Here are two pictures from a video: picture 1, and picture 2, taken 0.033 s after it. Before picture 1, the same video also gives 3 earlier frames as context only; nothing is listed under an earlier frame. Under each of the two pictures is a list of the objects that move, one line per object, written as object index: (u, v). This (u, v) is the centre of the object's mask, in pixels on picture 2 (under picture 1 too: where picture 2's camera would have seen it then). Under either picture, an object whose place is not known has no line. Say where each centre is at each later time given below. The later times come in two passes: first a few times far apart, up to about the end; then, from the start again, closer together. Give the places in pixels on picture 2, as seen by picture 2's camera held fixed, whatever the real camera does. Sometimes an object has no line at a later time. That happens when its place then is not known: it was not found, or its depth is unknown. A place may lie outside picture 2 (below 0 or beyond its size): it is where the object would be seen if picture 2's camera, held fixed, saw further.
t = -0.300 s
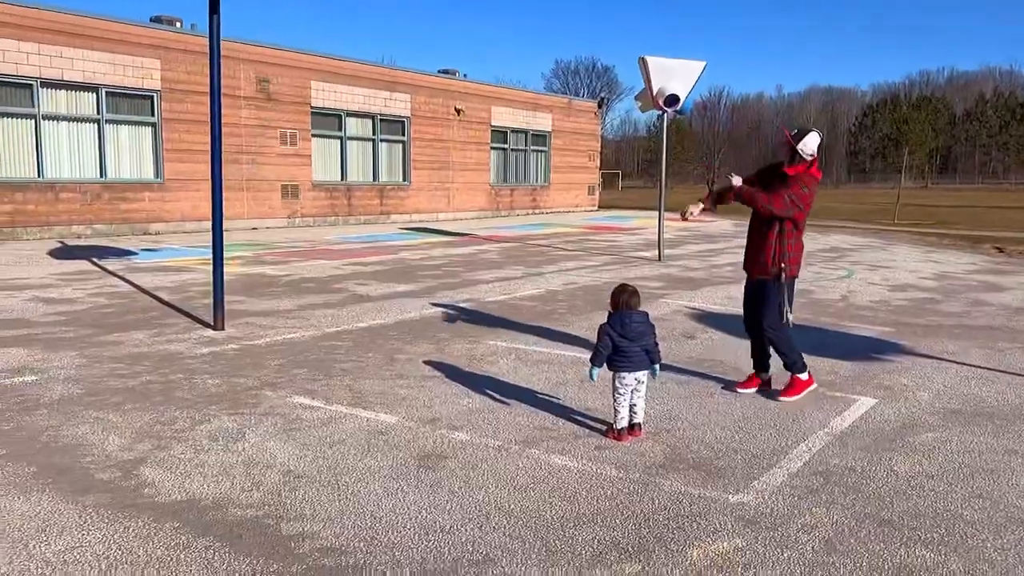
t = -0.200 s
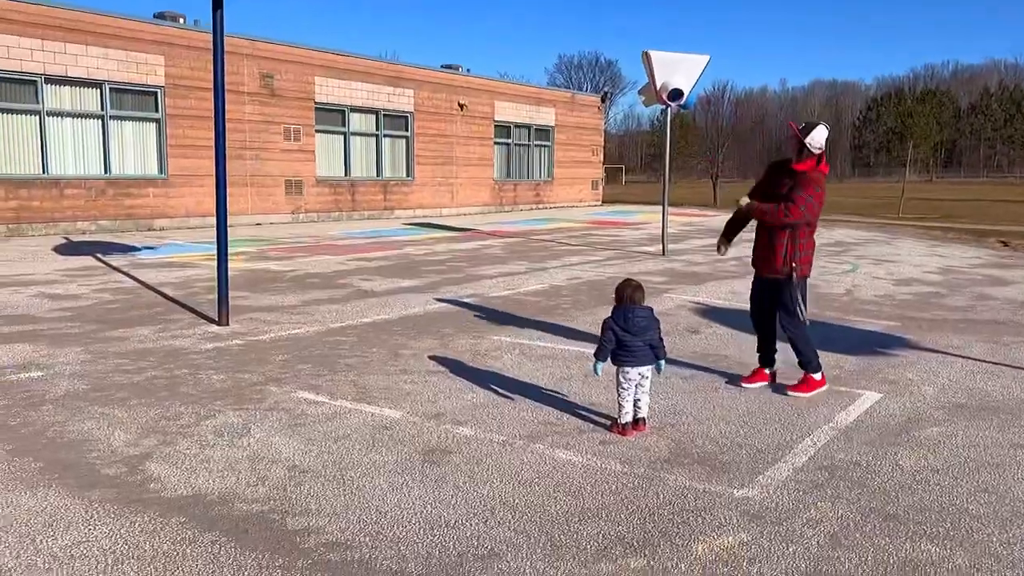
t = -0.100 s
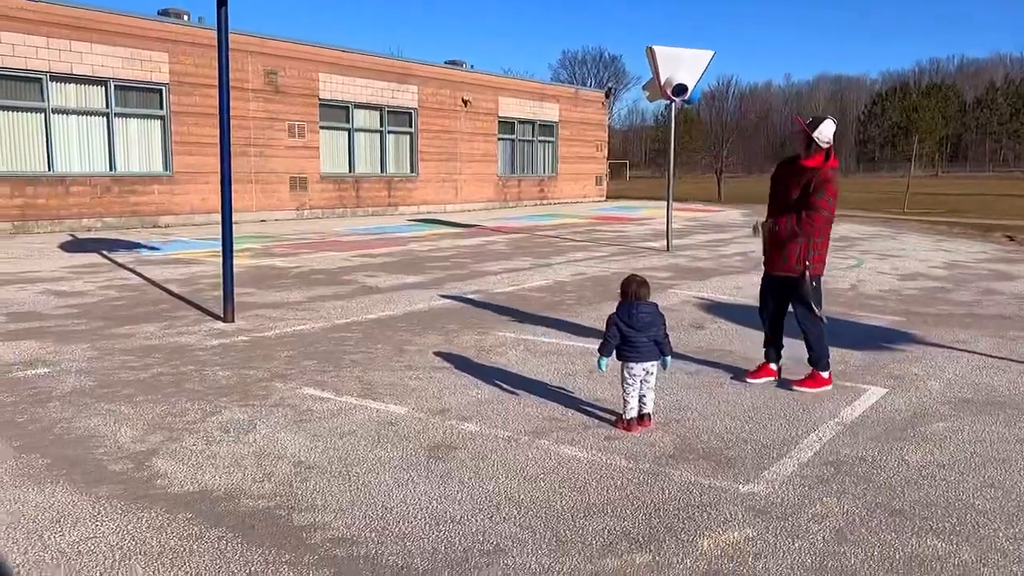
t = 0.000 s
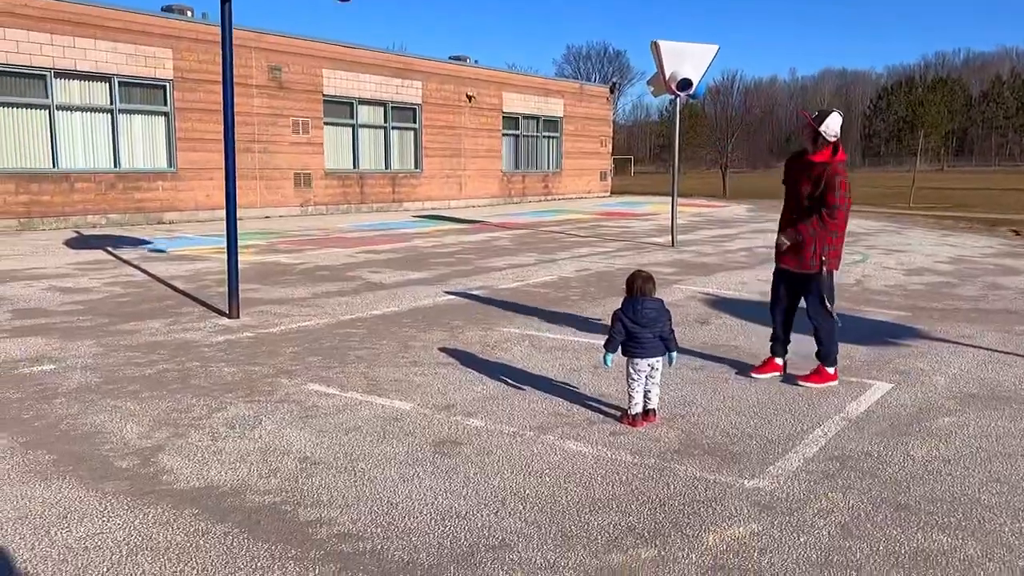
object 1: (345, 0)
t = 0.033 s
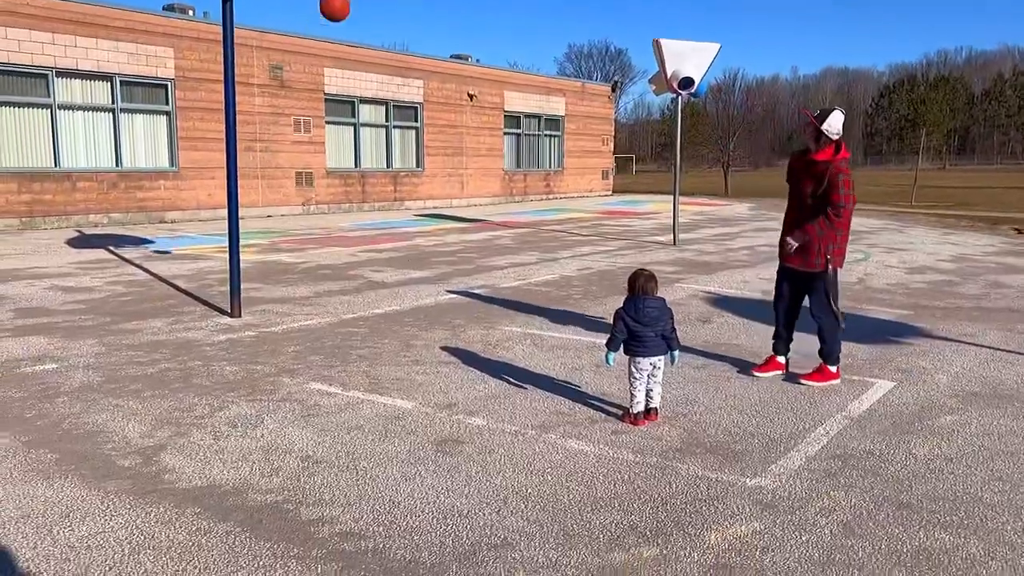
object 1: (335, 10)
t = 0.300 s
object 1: (266, 211)
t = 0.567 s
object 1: (245, 219)
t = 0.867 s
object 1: (222, 130)
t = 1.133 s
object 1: (220, 134)
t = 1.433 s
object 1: (222, 220)
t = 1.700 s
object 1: (221, 238)
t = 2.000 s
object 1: (217, 196)
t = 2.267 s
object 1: (216, 225)
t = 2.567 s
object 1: (215, 240)
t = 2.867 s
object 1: (213, 229)
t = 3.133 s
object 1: (214, 252)
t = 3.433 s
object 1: (215, 241)
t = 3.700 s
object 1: (216, 242)
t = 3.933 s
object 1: (218, 250)
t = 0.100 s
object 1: (316, 53)
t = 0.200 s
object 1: (290, 129)
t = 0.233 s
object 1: (282, 156)
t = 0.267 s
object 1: (274, 183)
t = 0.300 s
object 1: (266, 211)
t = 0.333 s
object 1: (258, 239)
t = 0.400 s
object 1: (249, 295)
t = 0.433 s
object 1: (248, 289)
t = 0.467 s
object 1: (247, 270)
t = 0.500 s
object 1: (246, 252)
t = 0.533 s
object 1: (246, 234)
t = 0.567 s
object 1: (245, 219)
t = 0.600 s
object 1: (244, 204)
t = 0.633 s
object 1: (243, 190)
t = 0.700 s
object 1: (243, 167)
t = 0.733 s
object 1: (242, 157)
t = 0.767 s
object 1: (241, 148)
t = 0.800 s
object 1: (240, 141)
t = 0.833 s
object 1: (222, 135)
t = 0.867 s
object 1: (222, 130)
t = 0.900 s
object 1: (221, 126)
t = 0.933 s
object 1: (221, 124)
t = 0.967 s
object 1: (221, 123)
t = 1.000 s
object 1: (221, 124)
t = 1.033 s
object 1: (220, 124)
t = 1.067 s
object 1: (220, 126)
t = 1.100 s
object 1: (220, 130)
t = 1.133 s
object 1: (220, 134)
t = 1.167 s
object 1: (220, 140)
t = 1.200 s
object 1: (220, 146)
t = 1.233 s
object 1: (220, 154)
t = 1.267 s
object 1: (220, 163)
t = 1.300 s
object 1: (221, 172)
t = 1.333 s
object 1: (221, 182)
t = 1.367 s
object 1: (221, 194)
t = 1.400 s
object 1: (221, 207)
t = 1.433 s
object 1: (222, 220)
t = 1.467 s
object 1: (222, 234)
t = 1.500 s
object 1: (223, 249)
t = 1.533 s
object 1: (223, 266)
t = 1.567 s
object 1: (223, 282)
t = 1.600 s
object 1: (223, 271)
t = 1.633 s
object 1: (222, 258)
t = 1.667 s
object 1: (221, 248)
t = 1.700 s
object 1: (221, 238)
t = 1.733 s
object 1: (221, 229)
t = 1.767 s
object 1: (220, 221)
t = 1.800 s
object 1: (219, 215)
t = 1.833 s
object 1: (219, 209)
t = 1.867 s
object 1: (218, 204)
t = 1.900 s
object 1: (218, 201)
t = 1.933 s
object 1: (218, 198)
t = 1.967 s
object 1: (217, 196)
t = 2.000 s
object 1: (217, 196)
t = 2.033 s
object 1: (217, 196)
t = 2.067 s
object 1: (217, 198)
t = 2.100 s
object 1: (217, 200)
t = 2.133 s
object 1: (216, 204)
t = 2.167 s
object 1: (217, 208)
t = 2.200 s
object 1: (217, 213)
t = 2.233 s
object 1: (216, 218)
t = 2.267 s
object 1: (216, 225)
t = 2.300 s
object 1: (217, 233)
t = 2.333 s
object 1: (217, 241)
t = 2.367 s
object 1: (217, 251)
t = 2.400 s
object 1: (217, 261)
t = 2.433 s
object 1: (217, 268)
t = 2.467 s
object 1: (216, 260)
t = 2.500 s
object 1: (216, 252)
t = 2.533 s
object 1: (216, 245)
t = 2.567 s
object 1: (215, 240)
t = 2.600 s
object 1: (214, 236)
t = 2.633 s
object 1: (214, 231)
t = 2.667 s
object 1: (214, 229)
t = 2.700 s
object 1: (214, 226)
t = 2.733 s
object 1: (213, 225)
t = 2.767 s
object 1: (213, 225)
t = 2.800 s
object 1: (213, 225)
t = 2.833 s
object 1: (213, 227)
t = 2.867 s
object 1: (213, 229)
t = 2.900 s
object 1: (214, 232)
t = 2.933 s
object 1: (214, 237)
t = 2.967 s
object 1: (214, 241)
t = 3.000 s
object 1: (214, 247)
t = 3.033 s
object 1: (214, 254)
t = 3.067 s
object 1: (214, 261)
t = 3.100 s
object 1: (214, 258)
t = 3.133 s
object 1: (214, 252)
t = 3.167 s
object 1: (214, 247)
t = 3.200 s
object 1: (214, 243)
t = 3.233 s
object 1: (214, 240)
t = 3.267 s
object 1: (214, 238)
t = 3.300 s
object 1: (214, 237)
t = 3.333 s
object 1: (214, 237)
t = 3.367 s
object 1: (214, 237)
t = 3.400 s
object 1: (214, 239)
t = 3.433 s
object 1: (215, 241)
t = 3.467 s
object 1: (215, 243)
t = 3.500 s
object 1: (215, 247)
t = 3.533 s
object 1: (215, 252)
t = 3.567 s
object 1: (215, 256)
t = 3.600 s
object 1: (215, 252)
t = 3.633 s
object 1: (215, 248)
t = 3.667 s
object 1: (216, 245)
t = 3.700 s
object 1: (216, 242)
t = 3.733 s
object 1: (216, 241)
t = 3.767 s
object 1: (216, 241)
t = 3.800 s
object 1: (216, 242)
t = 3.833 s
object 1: (216, 243)
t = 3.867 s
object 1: (217, 244)
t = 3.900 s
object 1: (217, 247)
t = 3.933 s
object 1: (218, 250)
